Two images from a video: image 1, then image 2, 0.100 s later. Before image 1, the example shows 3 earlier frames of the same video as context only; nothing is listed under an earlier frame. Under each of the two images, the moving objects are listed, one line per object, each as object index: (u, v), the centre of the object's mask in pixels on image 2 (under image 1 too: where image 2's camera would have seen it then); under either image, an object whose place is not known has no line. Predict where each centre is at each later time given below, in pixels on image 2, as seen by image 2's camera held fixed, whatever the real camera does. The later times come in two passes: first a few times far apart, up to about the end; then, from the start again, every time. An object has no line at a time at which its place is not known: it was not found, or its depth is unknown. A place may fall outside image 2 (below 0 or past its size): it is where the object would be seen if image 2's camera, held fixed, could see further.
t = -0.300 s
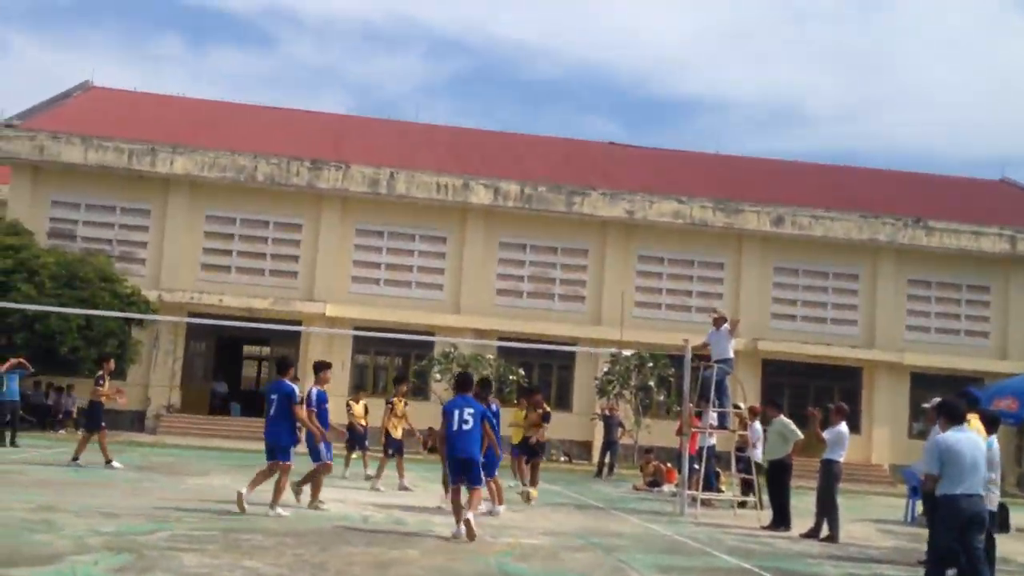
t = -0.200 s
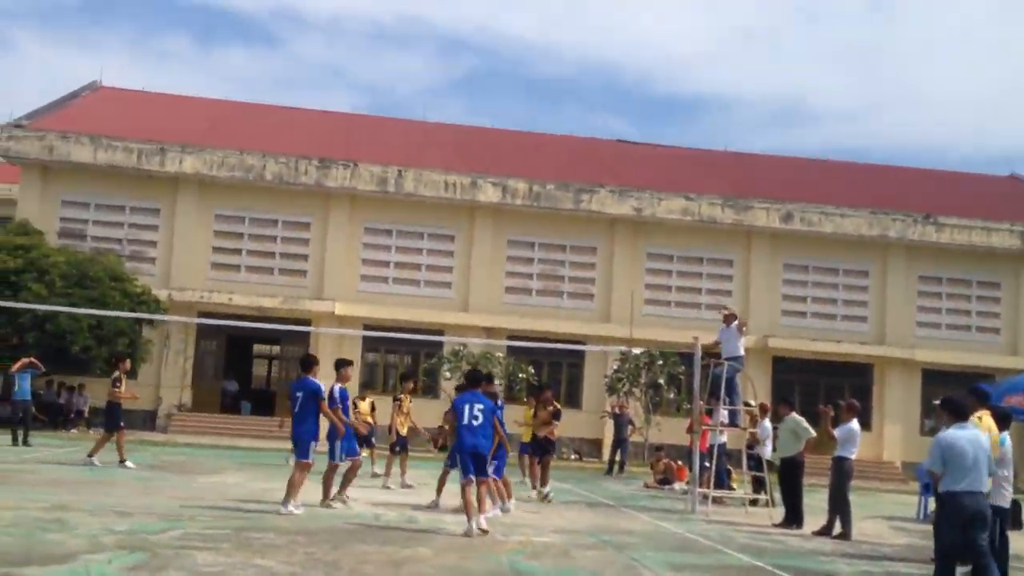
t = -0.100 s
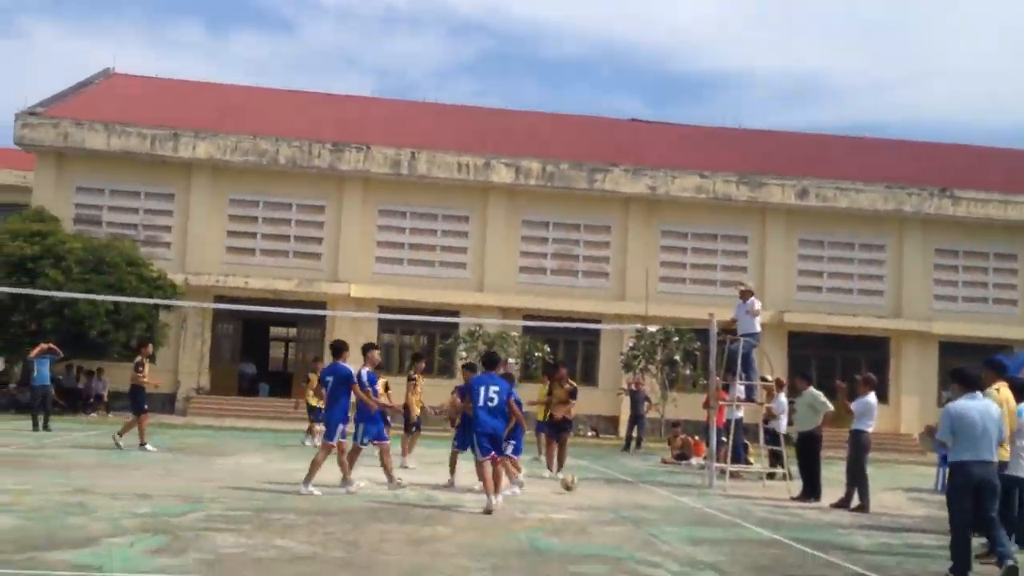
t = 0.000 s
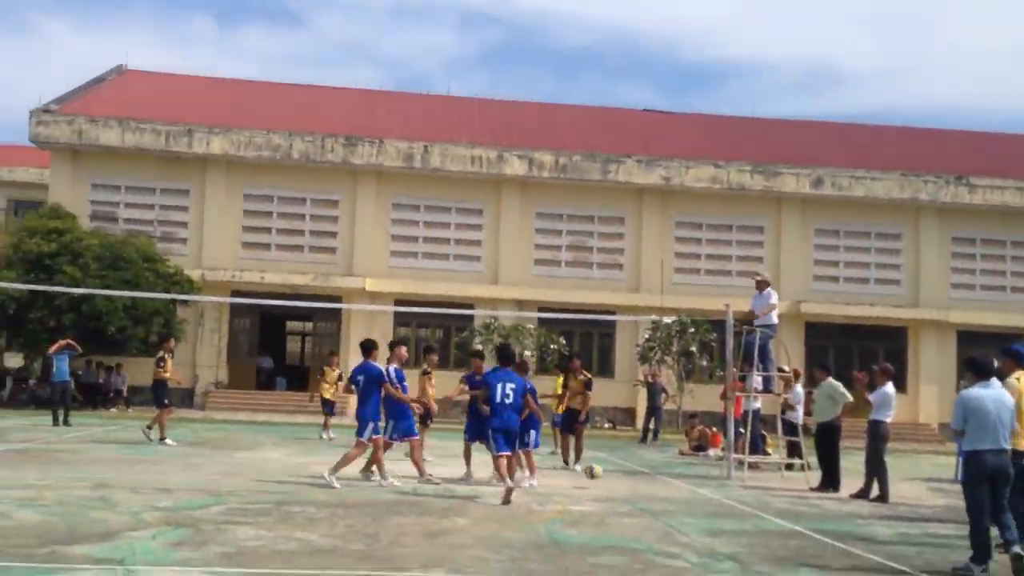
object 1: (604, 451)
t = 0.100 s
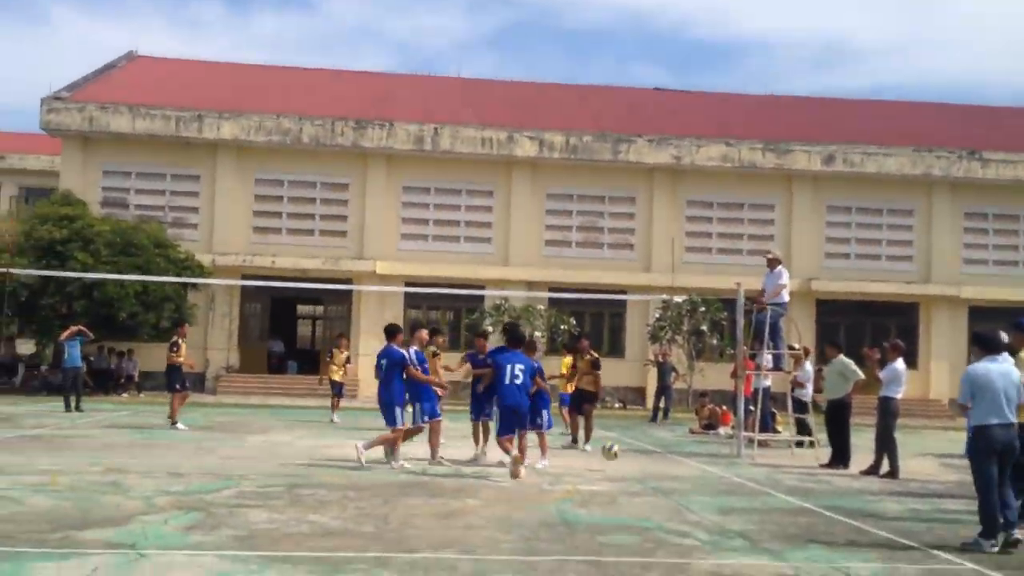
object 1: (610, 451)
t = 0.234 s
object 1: (620, 466)
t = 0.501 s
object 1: (642, 462)
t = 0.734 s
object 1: (664, 480)
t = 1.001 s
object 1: (695, 488)
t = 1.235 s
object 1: (726, 510)
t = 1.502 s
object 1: (769, 529)
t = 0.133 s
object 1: (612, 452)
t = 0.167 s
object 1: (615, 455)
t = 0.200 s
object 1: (618, 459)
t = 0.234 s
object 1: (620, 466)
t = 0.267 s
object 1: (623, 466)
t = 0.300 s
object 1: (625, 462)
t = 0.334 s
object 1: (628, 460)
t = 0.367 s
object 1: (631, 458)
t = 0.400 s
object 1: (633, 458)
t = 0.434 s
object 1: (637, 458)
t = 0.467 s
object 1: (639, 459)
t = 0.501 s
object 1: (642, 462)
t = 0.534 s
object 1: (645, 467)
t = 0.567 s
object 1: (648, 472)
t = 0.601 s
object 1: (651, 480)
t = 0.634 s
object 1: (654, 481)
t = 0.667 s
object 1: (658, 479)
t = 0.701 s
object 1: (661, 479)
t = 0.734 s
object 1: (664, 480)
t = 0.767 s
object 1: (668, 482)
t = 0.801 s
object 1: (671, 484)
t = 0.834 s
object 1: (675, 488)
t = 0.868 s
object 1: (678, 493)
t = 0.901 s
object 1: (682, 491)
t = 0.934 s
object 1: (686, 489)
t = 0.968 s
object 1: (690, 487)
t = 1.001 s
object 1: (695, 488)
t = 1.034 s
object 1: (698, 490)
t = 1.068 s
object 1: (702, 494)
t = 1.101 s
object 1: (707, 500)
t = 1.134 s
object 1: (711, 506)
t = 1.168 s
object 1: (716, 508)
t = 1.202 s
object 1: (721, 508)
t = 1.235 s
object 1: (726, 510)
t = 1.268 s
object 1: (731, 513)
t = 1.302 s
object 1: (735, 517)
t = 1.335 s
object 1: (741, 519)
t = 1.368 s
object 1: (746, 522)
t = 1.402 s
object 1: (752, 524)
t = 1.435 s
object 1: (758, 525)
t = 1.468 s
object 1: (764, 527)
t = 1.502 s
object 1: (769, 529)
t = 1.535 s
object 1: (776, 535)
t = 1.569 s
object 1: (783, 534)
